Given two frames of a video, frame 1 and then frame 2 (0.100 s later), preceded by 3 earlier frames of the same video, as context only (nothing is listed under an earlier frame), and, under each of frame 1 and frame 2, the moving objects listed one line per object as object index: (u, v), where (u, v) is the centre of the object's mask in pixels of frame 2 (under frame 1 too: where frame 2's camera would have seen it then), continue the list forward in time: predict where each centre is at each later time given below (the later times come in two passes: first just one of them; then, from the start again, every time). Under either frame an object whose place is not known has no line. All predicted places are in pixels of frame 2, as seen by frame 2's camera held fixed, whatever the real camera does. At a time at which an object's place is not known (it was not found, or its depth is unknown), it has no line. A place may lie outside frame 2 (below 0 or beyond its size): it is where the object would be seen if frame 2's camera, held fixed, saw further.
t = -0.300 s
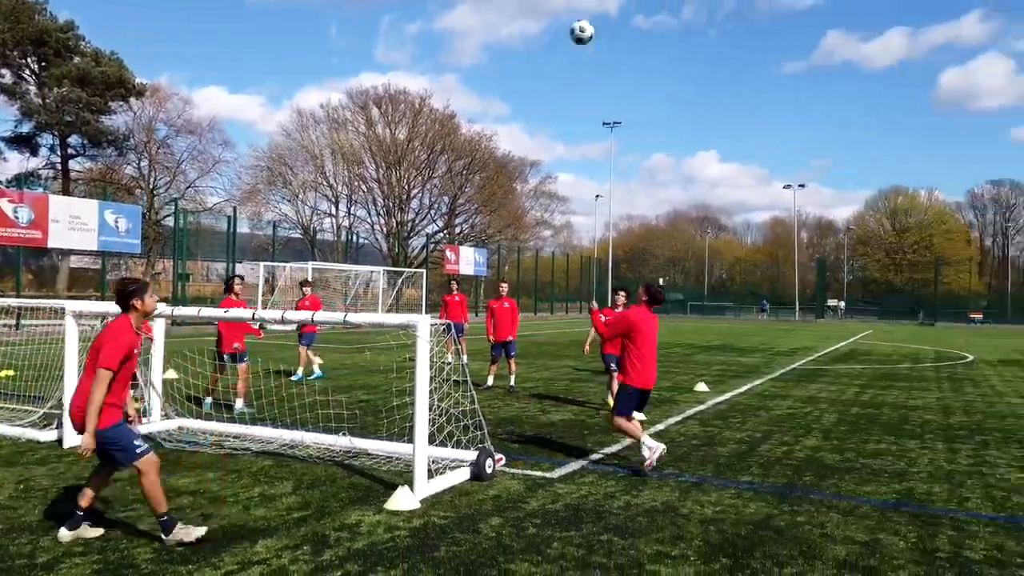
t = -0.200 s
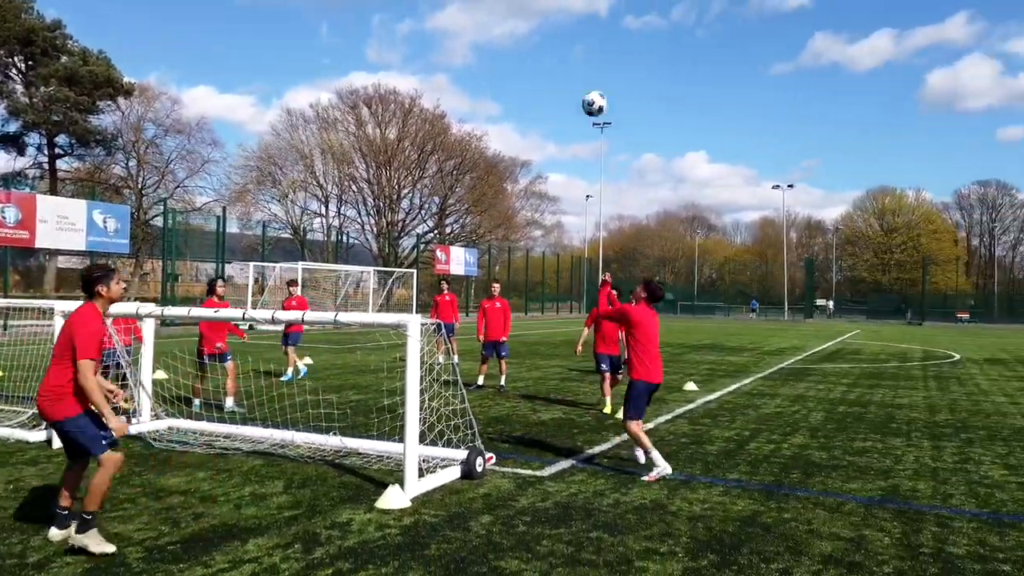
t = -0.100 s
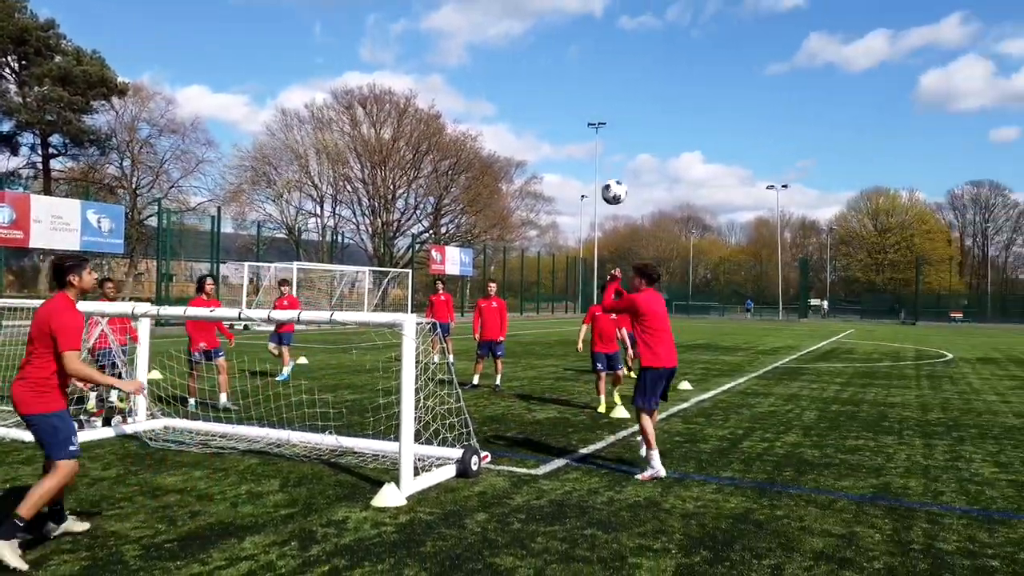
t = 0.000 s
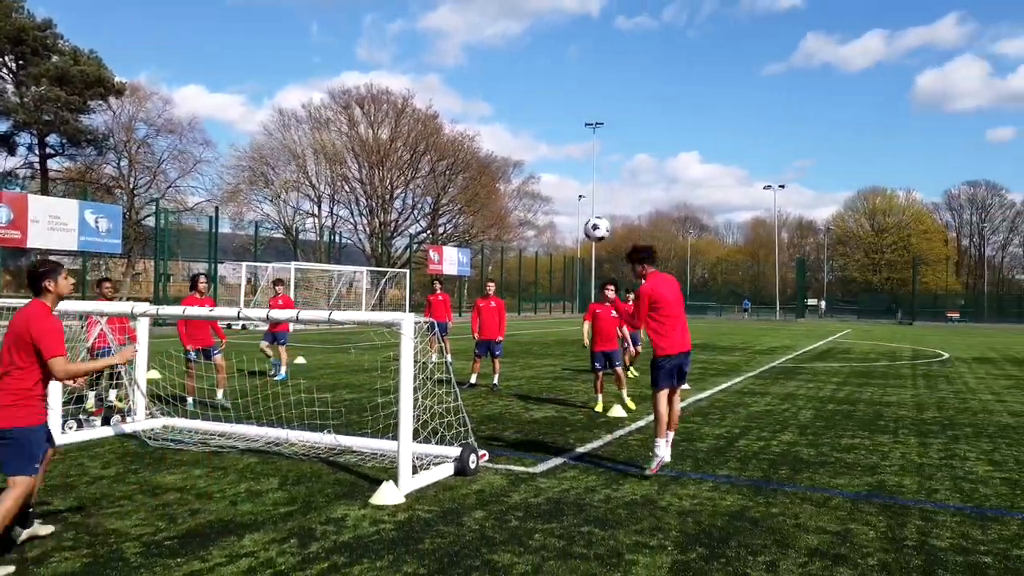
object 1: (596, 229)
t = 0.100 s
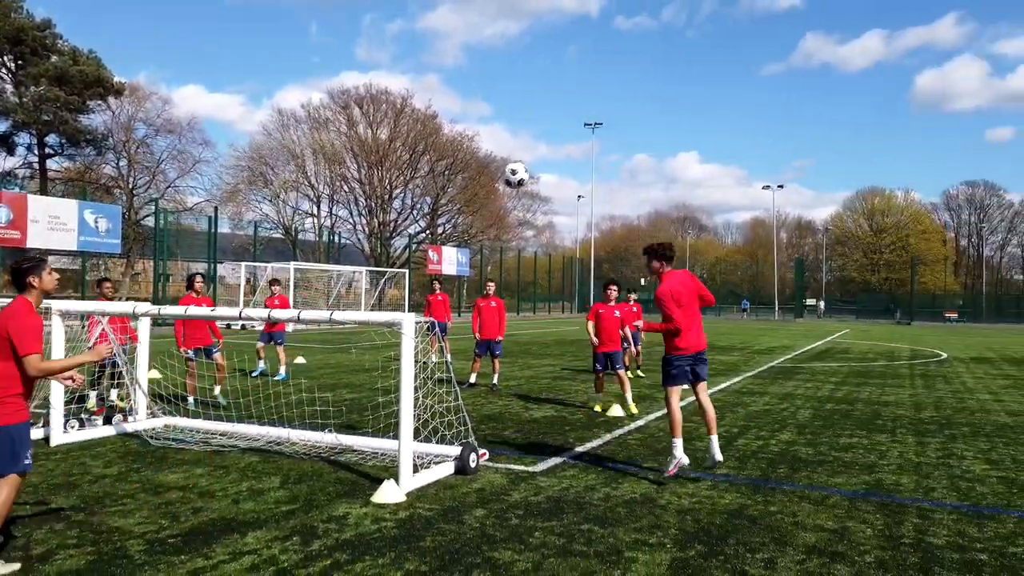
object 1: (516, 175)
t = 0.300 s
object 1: (351, 102)
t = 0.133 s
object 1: (489, 159)
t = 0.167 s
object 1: (461, 145)
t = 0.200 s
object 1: (434, 132)
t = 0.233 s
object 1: (406, 121)
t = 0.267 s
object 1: (378, 111)
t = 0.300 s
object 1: (351, 102)
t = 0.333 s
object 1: (321, 95)
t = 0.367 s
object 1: (292, 90)
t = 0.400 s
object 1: (262, 84)
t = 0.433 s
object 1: (233, 81)
